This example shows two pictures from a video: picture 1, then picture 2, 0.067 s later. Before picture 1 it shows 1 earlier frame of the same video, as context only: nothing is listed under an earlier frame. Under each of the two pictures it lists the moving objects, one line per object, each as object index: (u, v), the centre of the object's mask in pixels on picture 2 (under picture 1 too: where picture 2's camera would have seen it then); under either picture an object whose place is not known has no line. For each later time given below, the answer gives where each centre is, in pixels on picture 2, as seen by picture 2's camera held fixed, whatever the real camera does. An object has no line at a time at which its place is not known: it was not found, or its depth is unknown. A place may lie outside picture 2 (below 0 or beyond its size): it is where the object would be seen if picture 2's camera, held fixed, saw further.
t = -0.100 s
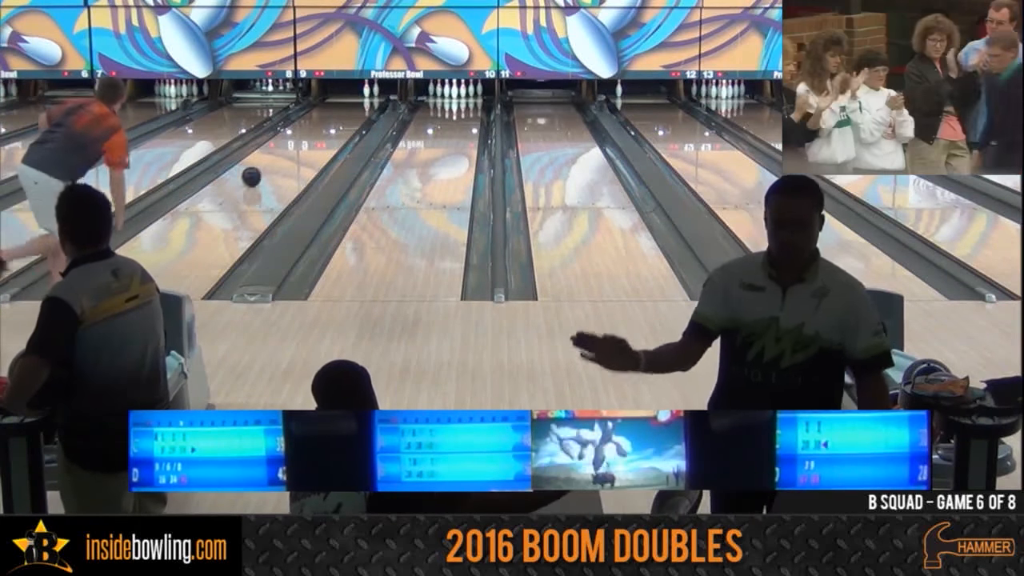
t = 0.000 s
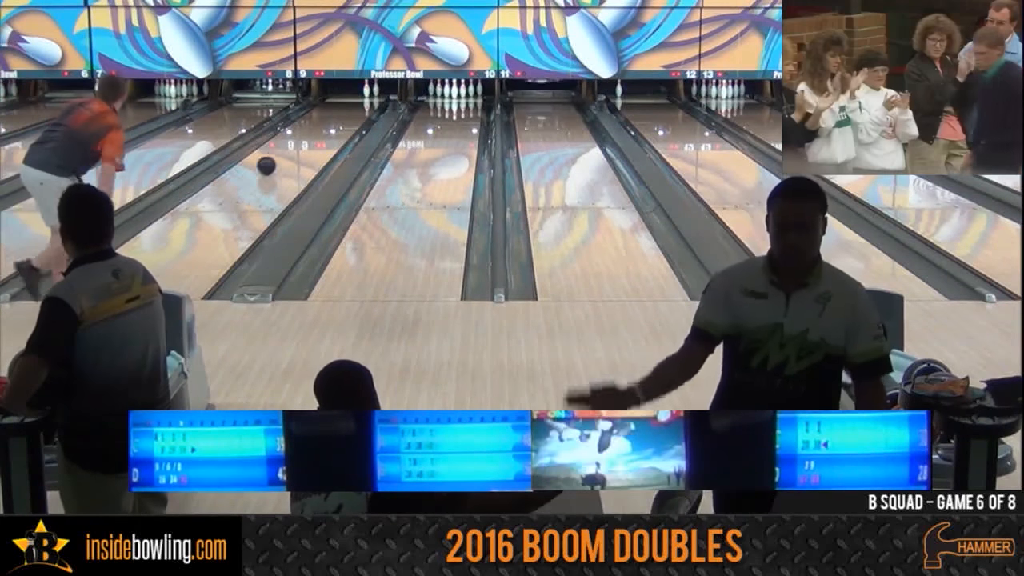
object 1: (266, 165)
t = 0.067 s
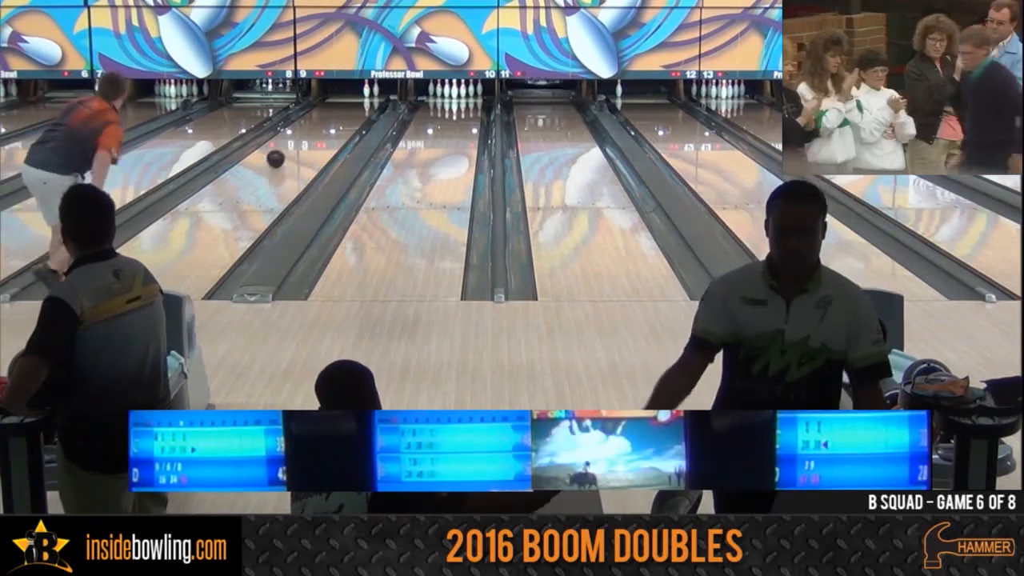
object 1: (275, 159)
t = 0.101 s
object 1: (279, 155)
